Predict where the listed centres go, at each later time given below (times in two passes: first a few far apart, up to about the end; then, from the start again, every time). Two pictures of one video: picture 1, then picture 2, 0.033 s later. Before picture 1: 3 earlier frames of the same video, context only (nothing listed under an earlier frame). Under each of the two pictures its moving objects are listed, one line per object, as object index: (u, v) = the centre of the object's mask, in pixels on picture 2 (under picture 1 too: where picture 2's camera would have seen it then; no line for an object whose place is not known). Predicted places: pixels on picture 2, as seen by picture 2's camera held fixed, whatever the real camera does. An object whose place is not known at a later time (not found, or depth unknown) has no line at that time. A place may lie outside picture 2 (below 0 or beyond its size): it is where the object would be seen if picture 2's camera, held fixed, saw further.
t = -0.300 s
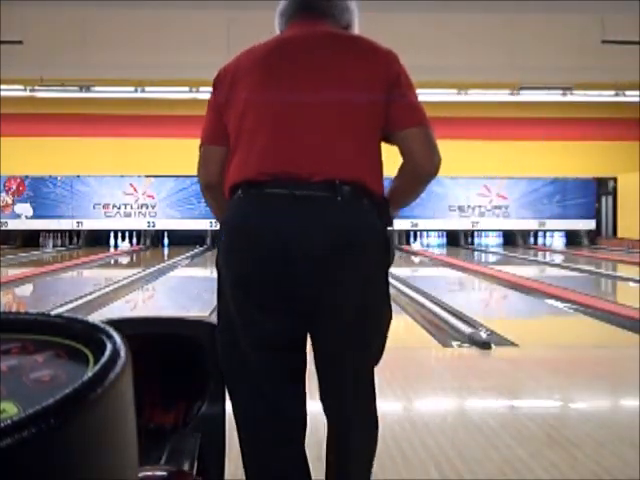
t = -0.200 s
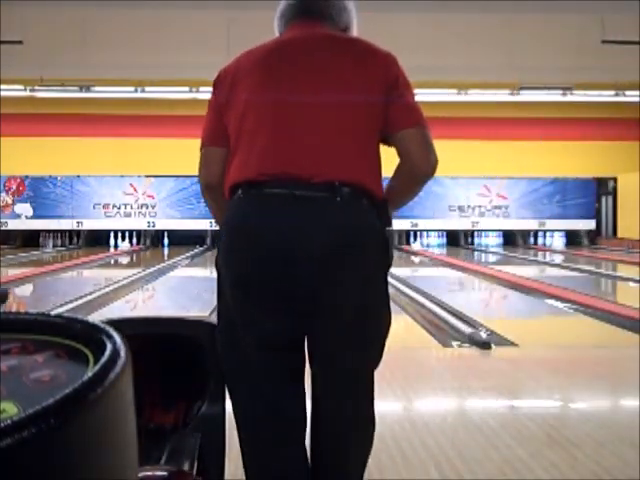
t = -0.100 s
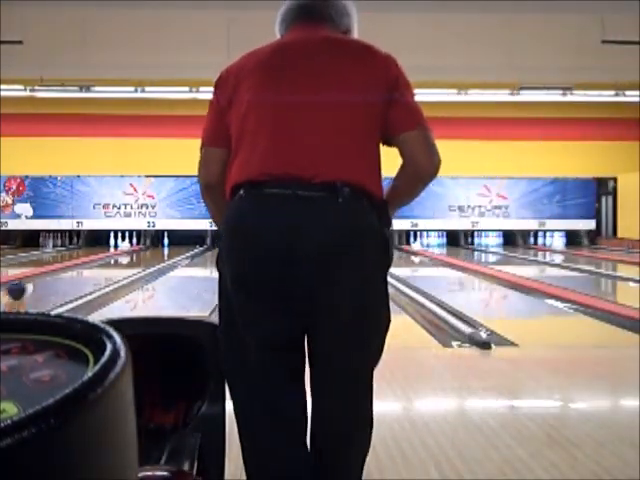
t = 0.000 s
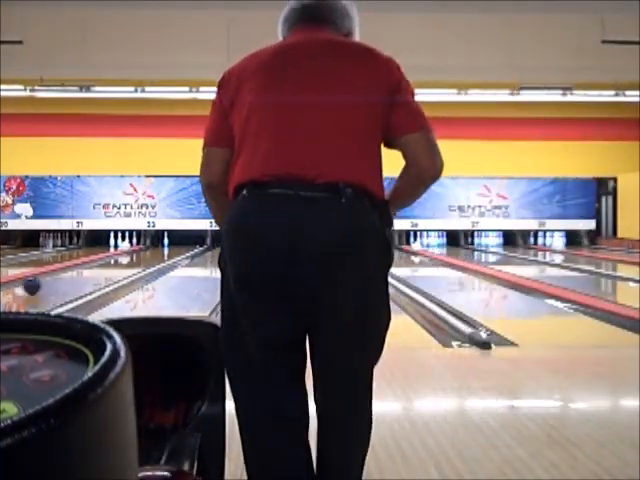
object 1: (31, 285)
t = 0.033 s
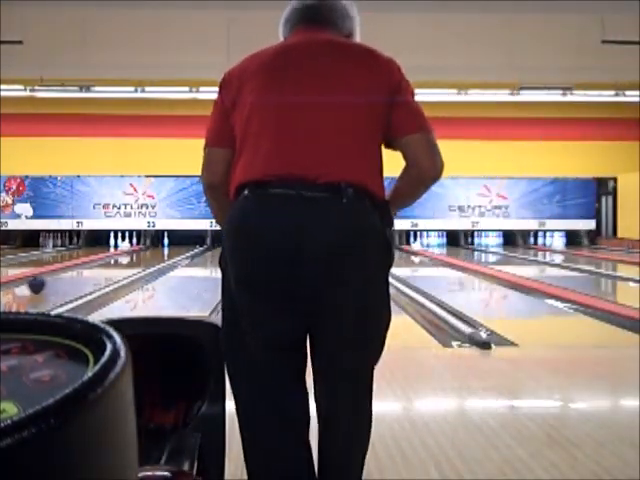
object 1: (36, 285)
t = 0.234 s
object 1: (61, 277)
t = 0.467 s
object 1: (84, 270)
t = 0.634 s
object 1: (98, 267)
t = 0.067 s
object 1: (40, 283)
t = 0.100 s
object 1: (45, 282)
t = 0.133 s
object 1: (49, 281)
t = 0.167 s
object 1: (53, 279)
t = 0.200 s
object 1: (57, 278)
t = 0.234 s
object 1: (61, 277)
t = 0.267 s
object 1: (65, 276)
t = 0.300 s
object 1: (68, 275)
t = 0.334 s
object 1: (71, 274)
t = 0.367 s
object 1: (75, 273)
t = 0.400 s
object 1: (78, 272)
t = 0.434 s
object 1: (81, 271)
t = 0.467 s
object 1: (84, 270)
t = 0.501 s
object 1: (87, 270)
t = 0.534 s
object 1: (90, 268)
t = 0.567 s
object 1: (93, 268)
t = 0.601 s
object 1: (95, 267)
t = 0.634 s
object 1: (98, 267)
